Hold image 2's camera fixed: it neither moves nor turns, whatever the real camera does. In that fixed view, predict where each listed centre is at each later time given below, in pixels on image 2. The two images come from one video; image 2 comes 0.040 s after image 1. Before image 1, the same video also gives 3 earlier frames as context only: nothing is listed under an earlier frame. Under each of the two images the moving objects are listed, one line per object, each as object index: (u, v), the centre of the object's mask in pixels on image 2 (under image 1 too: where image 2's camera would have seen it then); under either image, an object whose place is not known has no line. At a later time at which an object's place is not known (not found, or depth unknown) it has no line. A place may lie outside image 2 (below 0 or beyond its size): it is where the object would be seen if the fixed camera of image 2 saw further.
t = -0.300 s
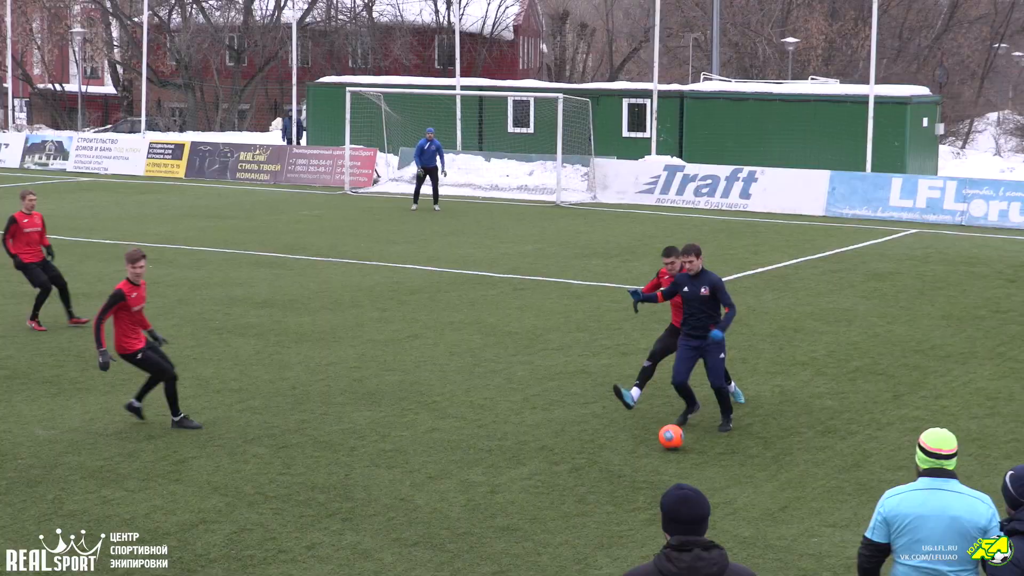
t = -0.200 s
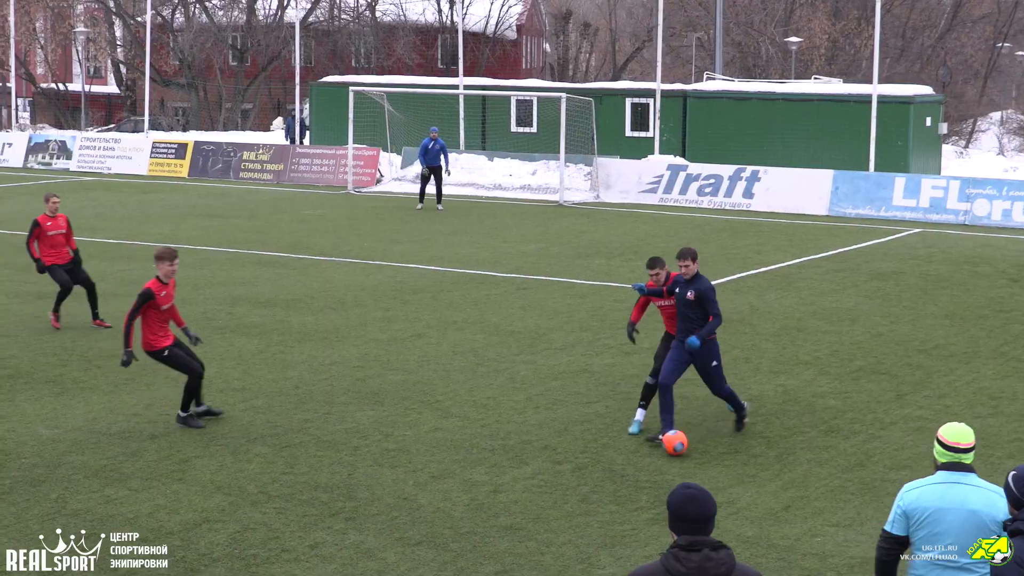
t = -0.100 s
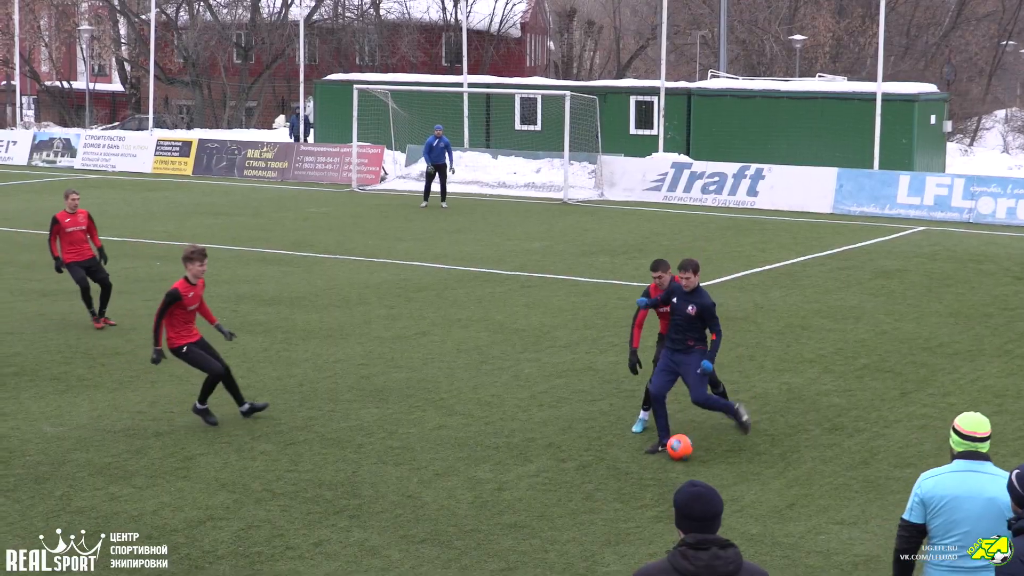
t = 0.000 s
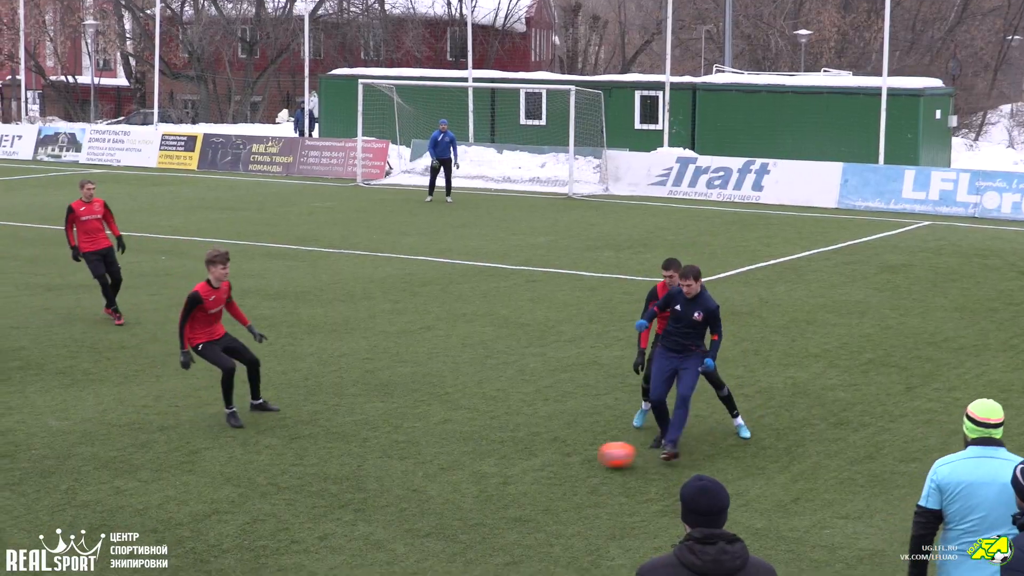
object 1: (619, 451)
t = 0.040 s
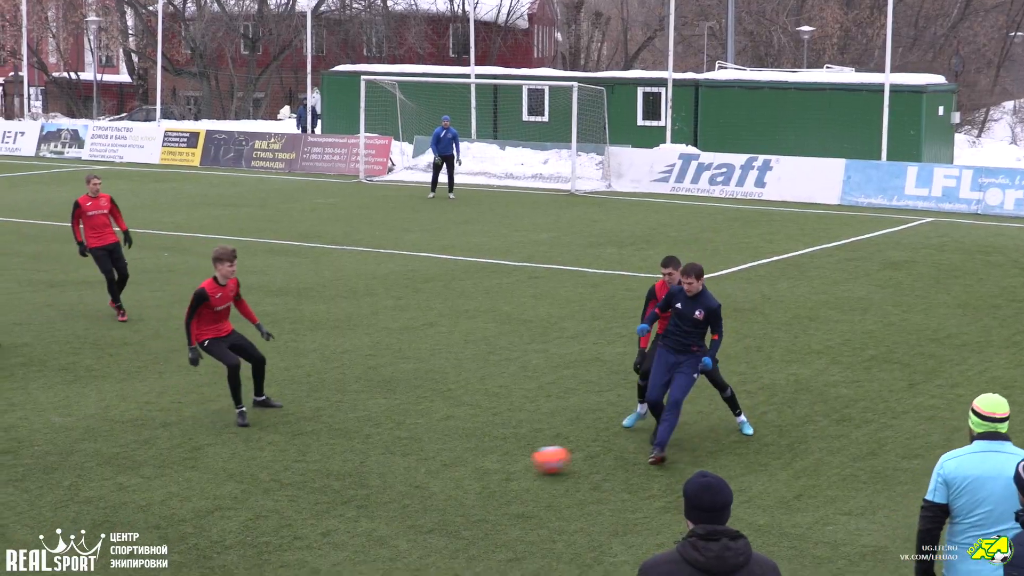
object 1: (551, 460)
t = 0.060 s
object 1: (516, 465)
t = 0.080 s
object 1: (480, 469)
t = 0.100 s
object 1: (442, 475)
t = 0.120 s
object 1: (405, 481)
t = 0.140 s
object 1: (368, 484)
